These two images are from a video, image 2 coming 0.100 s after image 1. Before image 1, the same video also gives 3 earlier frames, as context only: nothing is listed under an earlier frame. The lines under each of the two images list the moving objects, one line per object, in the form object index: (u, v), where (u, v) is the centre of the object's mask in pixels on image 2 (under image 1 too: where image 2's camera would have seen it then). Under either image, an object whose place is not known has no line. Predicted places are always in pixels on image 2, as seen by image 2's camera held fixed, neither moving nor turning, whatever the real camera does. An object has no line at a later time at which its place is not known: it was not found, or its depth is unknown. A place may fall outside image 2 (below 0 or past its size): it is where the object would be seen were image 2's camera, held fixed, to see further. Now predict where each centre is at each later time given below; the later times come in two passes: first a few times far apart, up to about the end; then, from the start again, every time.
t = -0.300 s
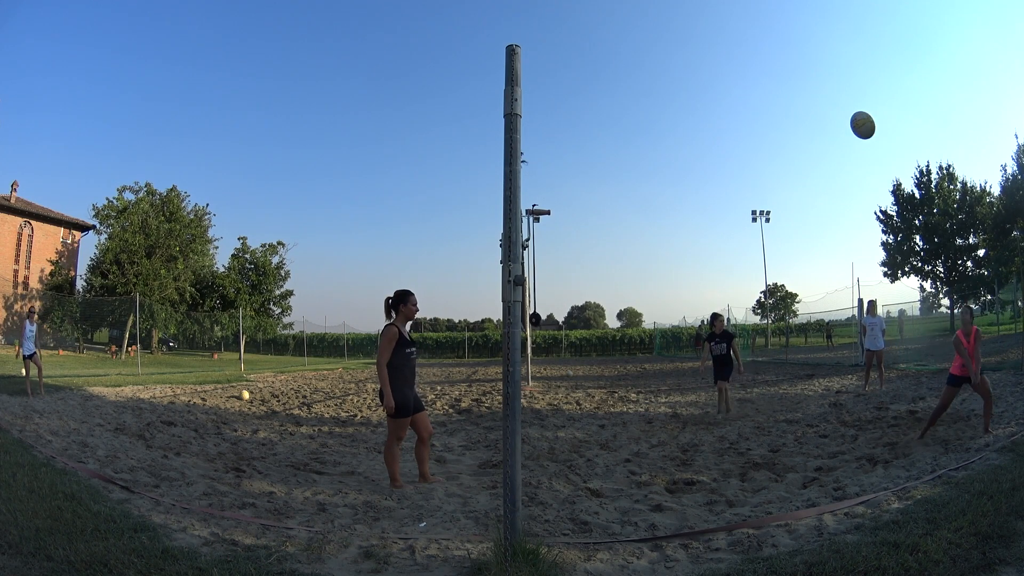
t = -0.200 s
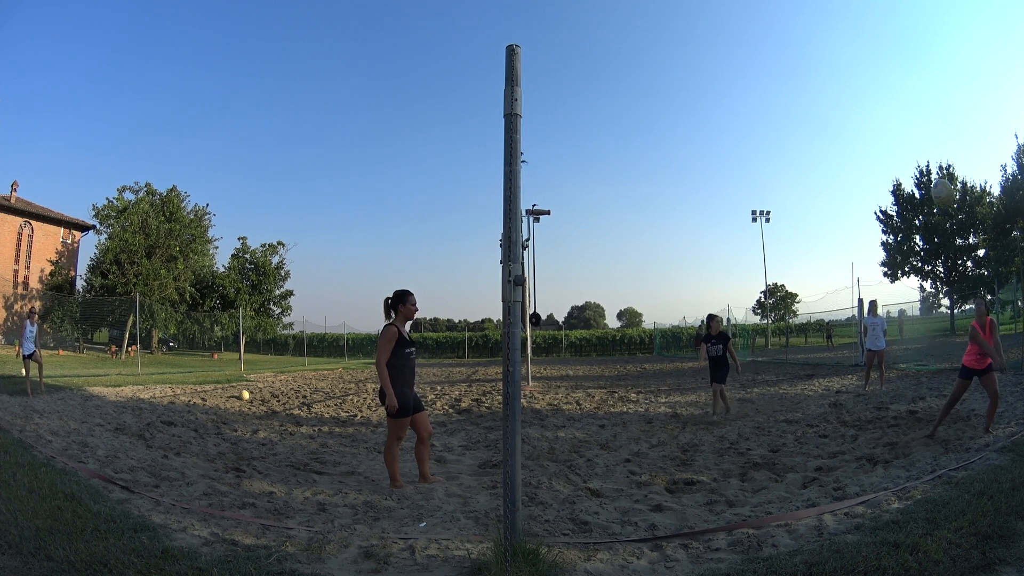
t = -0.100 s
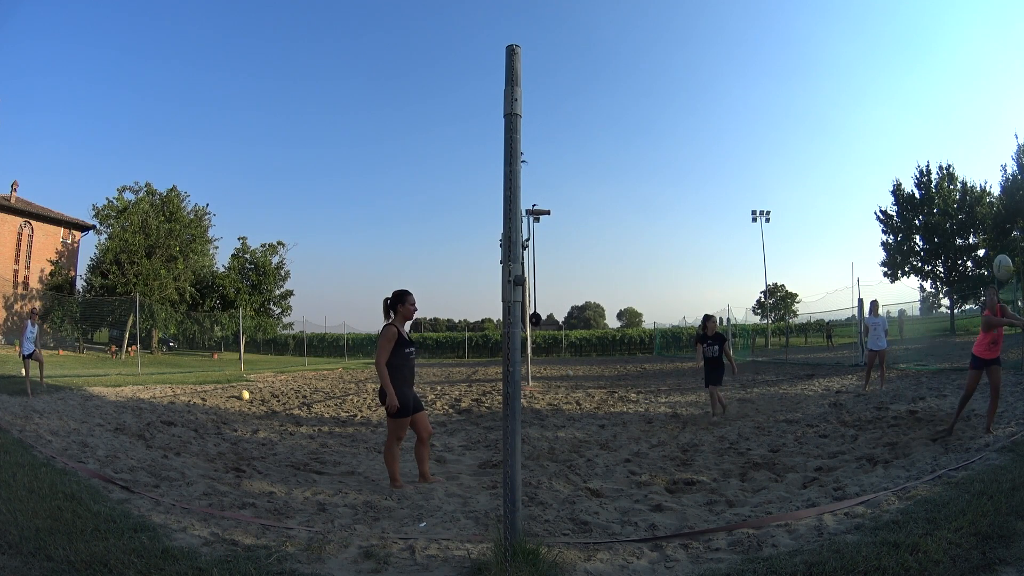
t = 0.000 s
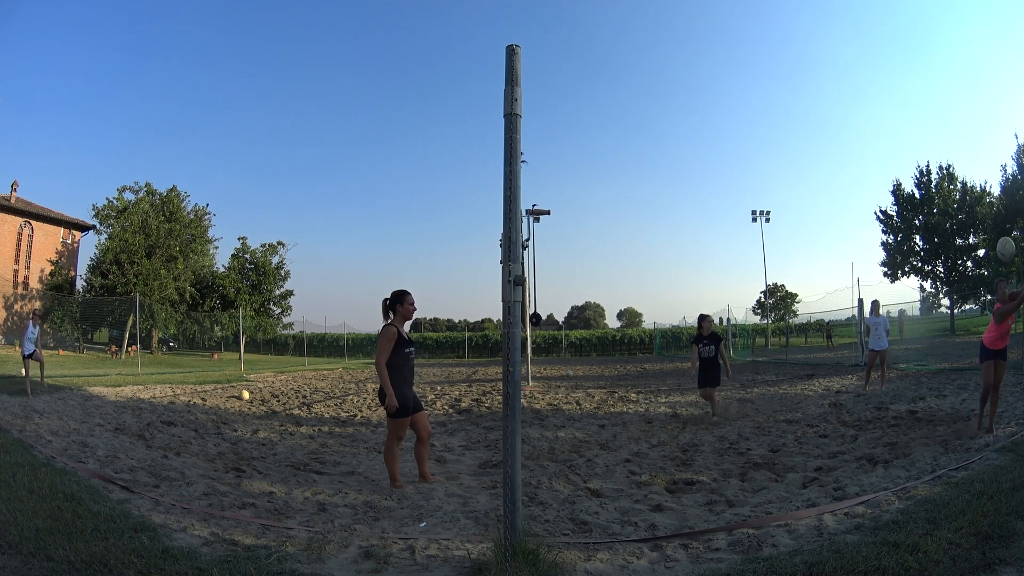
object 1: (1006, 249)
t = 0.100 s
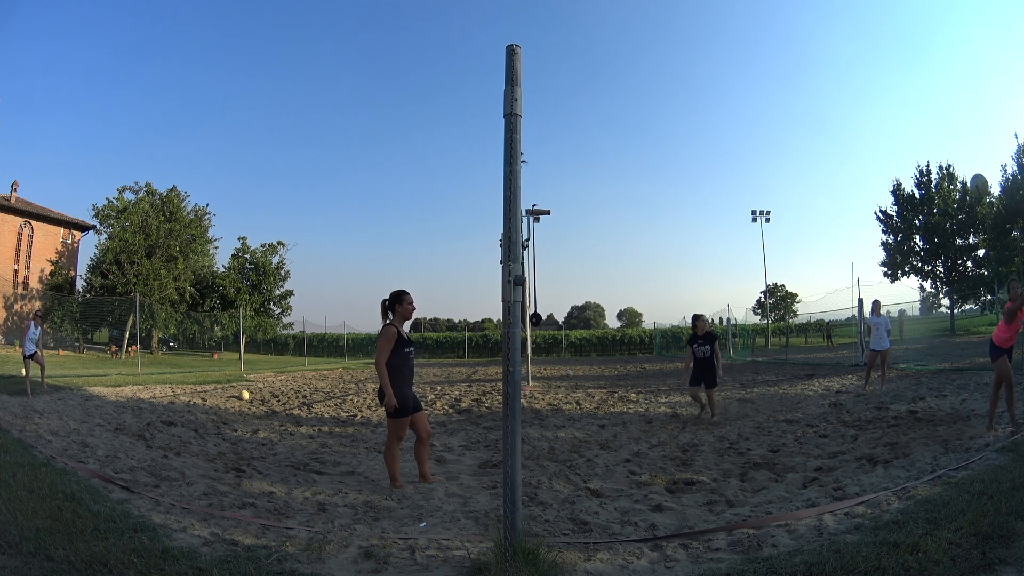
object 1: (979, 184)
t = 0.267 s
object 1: (931, 109)
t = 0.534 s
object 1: (864, 55)
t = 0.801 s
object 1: (816, 67)
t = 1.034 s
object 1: (786, 130)
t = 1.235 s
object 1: (763, 233)
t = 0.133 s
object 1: (970, 167)
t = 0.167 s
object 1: (960, 150)
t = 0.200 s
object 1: (950, 135)
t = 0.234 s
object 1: (940, 121)
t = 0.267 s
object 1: (931, 109)
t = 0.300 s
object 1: (921, 98)
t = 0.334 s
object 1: (912, 89)
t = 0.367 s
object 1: (903, 80)
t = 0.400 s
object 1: (895, 73)
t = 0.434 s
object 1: (887, 67)
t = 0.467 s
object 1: (879, 62)
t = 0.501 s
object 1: (871, 58)
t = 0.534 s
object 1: (864, 55)
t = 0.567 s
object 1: (857, 53)
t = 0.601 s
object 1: (850, 52)
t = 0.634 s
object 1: (844, 52)
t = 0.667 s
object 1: (838, 53)
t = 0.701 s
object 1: (832, 55)
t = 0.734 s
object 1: (827, 58)
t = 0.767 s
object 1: (821, 62)
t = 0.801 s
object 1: (816, 67)
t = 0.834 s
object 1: (811, 72)
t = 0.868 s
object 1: (807, 79)
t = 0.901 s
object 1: (802, 87)
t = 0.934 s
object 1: (798, 96)
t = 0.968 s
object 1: (794, 106)
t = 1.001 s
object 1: (790, 117)
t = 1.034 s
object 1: (786, 130)
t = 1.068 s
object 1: (782, 143)
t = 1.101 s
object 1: (778, 158)
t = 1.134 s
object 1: (774, 175)
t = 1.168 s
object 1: (771, 193)
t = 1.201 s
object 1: (767, 212)
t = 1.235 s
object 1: (763, 233)
